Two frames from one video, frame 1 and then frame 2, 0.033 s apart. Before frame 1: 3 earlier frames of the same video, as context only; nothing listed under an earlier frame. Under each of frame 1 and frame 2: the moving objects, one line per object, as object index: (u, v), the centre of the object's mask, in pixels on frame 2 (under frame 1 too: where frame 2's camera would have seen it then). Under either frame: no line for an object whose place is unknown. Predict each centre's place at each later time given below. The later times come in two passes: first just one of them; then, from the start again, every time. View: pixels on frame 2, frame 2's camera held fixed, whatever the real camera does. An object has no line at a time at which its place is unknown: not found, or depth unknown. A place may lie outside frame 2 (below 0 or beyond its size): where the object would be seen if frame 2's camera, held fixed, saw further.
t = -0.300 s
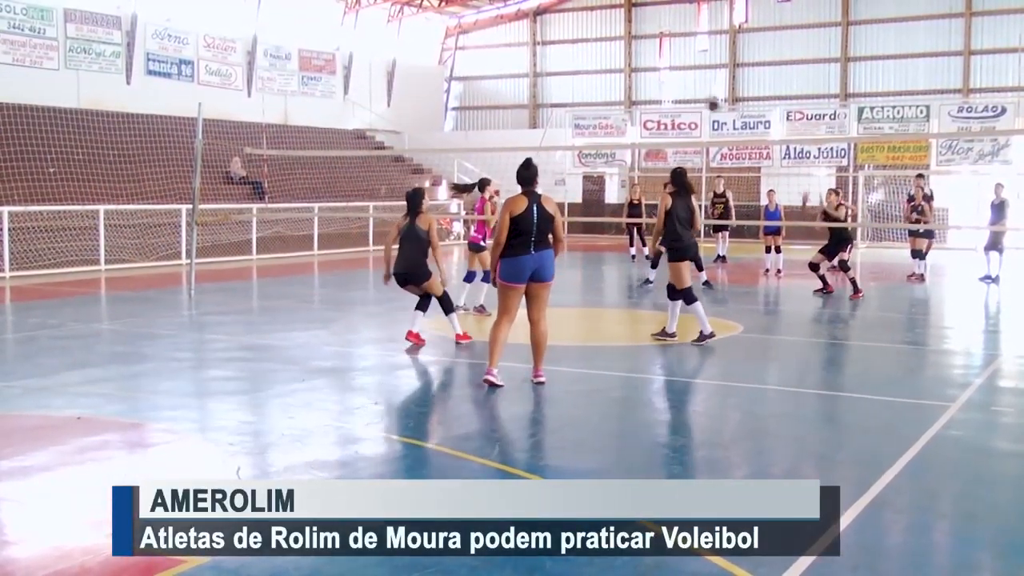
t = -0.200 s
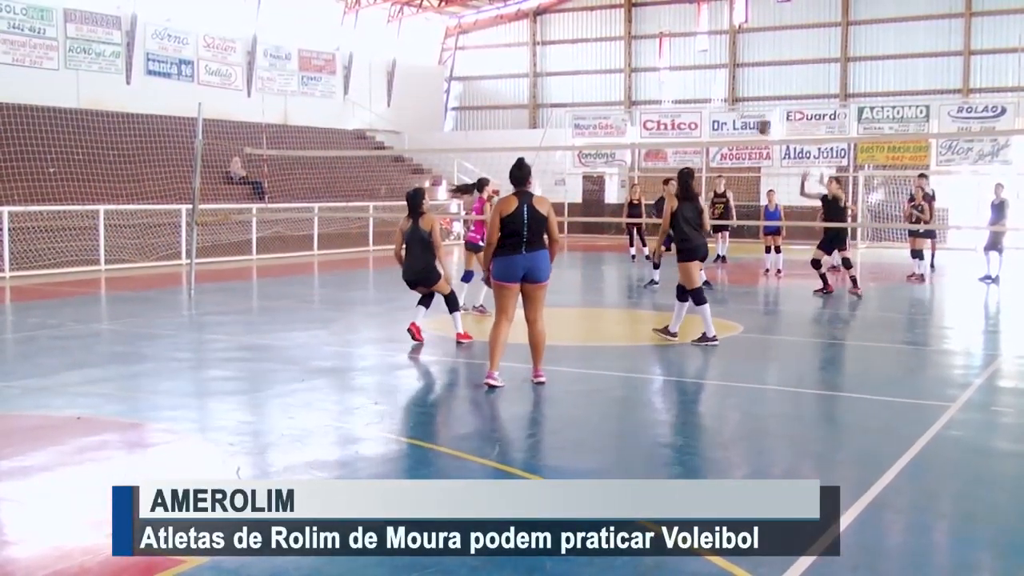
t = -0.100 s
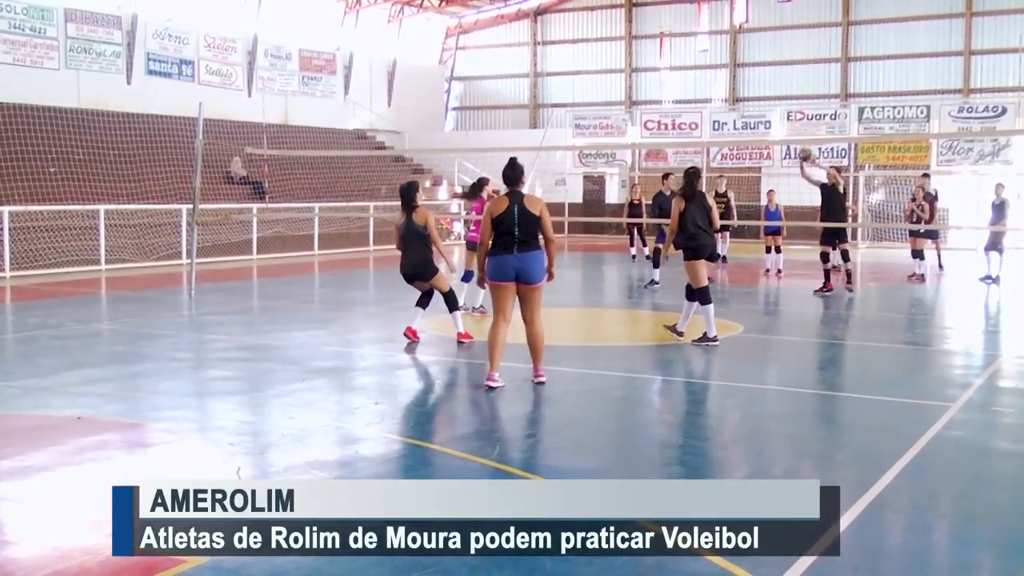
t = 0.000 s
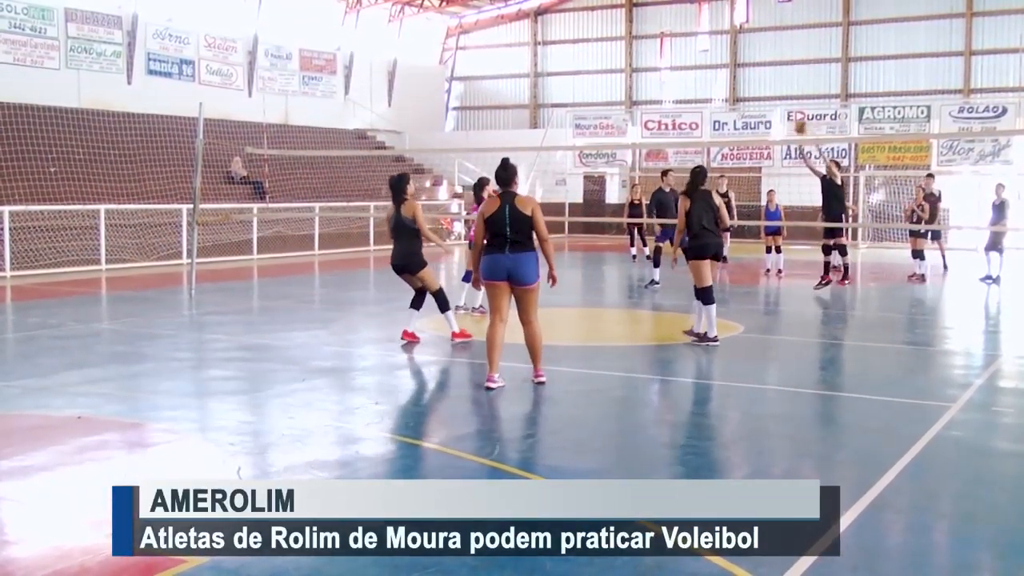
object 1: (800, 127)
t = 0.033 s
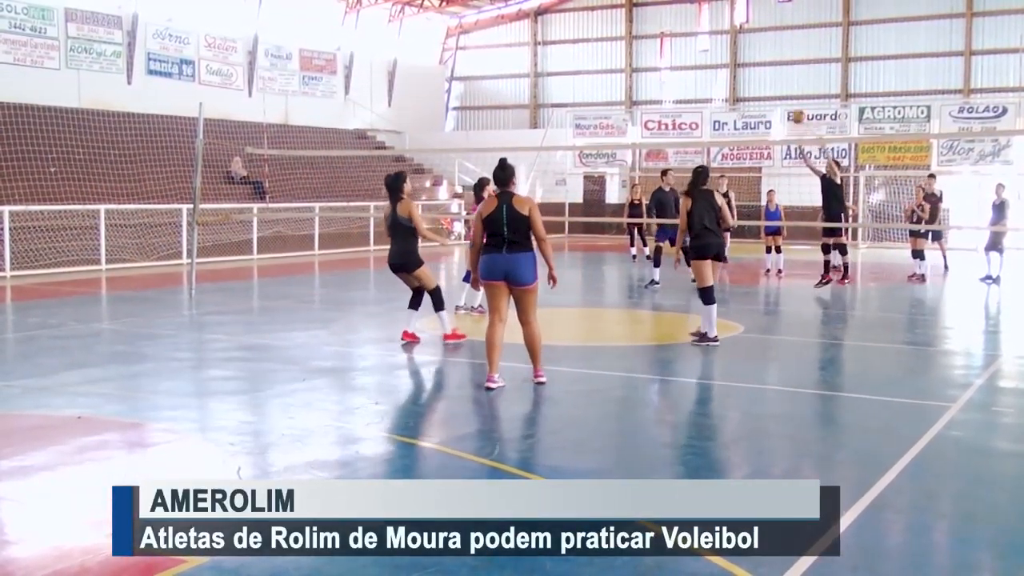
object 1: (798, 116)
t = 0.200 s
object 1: (783, 77)
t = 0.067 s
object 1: (794, 108)
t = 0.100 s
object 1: (792, 98)
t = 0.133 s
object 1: (789, 92)
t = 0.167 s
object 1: (786, 84)
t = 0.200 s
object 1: (783, 77)
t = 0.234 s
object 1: (779, 72)
